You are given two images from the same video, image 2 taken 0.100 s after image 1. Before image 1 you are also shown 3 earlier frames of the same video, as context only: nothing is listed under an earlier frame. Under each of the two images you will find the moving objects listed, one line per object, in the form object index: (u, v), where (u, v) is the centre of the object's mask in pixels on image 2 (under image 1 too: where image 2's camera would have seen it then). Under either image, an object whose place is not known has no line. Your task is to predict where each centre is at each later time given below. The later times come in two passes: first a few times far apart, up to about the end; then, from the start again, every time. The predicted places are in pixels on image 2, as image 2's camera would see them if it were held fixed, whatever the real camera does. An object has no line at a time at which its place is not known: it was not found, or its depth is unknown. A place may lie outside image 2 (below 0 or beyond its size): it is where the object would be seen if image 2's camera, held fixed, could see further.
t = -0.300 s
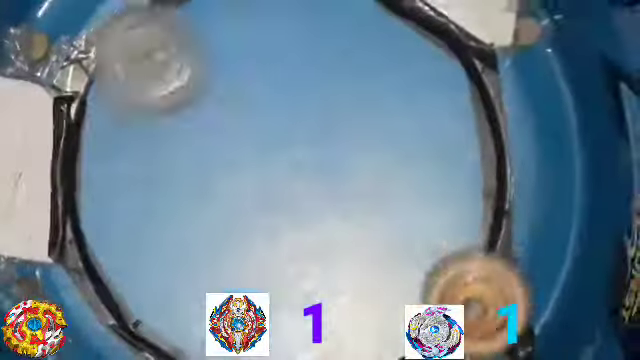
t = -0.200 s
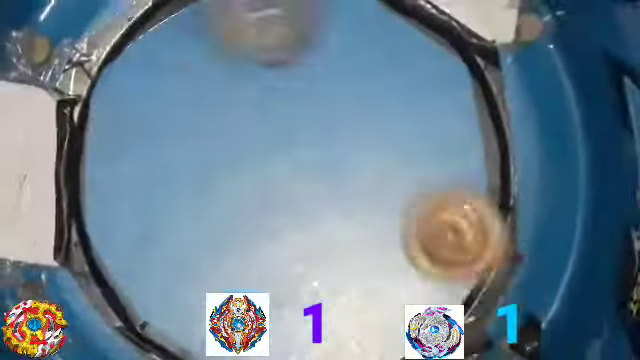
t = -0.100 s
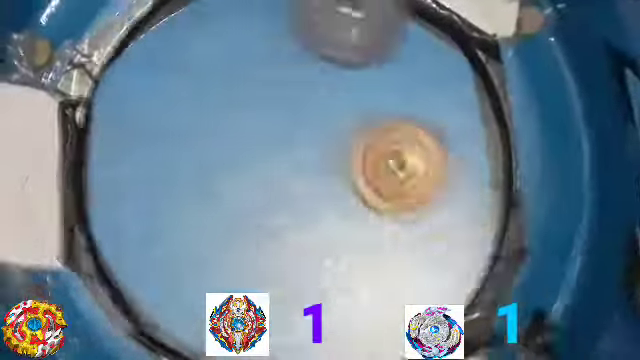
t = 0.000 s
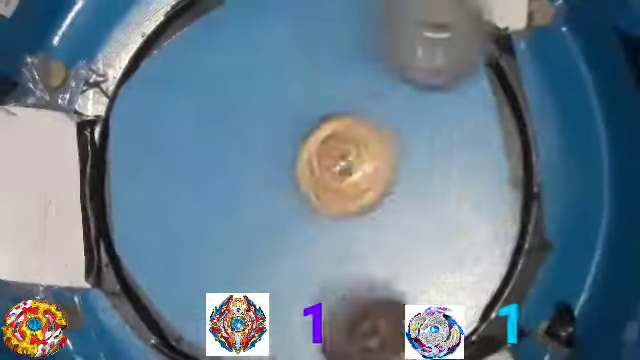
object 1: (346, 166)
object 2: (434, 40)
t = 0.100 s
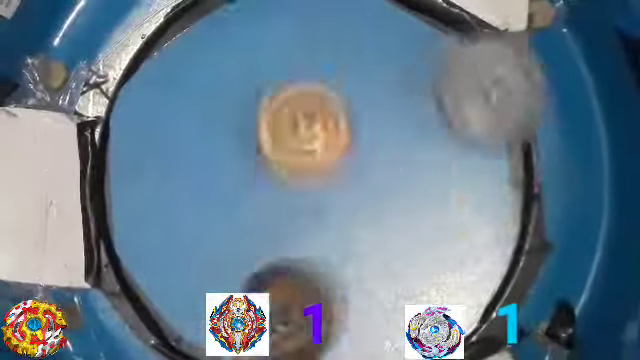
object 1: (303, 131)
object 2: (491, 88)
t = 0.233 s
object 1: (274, 41)
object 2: (505, 196)
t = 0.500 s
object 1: (176, 71)
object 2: (438, 174)
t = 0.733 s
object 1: (192, 174)
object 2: (465, 80)
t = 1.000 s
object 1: (198, 175)
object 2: (420, 63)
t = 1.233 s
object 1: (260, 187)
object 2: (310, 76)
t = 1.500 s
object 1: (255, 225)
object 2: (226, 55)
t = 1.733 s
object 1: (264, 223)
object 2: (197, 112)
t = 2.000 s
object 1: (285, 261)
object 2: (173, 145)
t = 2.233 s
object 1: (339, 231)
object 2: (142, 94)
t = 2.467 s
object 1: (353, 228)
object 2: (224, 120)
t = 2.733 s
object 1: (408, 268)
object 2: (233, 172)
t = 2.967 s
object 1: (388, 300)
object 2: (125, 213)
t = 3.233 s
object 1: (297, 292)
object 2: (204, 201)
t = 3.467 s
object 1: (138, 346)
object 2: (335, 220)
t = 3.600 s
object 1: (95, 326)
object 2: (378, 272)
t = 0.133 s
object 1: (297, 98)
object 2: (499, 115)
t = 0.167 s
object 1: (290, 71)
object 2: (504, 145)
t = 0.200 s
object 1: (282, 51)
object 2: (507, 172)
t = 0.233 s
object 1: (274, 41)
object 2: (505, 196)
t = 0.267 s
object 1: (265, 38)
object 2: (496, 220)
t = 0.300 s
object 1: (254, 37)
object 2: (485, 242)
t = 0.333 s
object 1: (239, 38)
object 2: (465, 252)
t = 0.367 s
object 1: (223, 41)
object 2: (445, 259)
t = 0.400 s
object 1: (210, 45)
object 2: (419, 265)
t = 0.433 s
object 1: (197, 50)
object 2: (419, 247)
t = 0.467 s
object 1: (185, 59)
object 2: (430, 207)
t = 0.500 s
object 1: (176, 71)
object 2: (438, 174)
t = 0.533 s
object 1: (172, 86)
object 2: (442, 154)
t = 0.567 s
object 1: (168, 103)
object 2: (448, 130)
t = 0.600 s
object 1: (167, 119)
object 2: (452, 114)
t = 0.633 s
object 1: (170, 133)
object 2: (456, 103)
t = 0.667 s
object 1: (175, 148)
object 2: (460, 95)
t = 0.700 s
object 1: (182, 162)
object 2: (464, 86)
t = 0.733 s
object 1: (192, 174)
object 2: (465, 80)
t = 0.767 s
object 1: (189, 175)
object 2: (465, 72)
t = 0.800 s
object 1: (179, 169)
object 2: (464, 66)
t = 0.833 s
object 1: (175, 167)
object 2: (462, 60)
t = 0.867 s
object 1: (176, 167)
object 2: (459, 58)
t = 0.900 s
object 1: (180, 168)
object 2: (454, 57)
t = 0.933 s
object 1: (185, 171)
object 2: (443, 57)
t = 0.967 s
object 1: (191, 173)
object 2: (432, 59)
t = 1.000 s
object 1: (198, 175)
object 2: (420, 63)
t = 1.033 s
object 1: (206, 178)
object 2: (405, 67)
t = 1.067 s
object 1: (215, 180)
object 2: (387, 72)
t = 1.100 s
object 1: (226, 181)
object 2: (367, 78)
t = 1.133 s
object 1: (238, 183)
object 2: (350, 83)
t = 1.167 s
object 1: (252, 183)
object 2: (333, 89)
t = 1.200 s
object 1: (259, 186)
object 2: (320, 87)
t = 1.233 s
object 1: (260, 187)
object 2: (310, 76)
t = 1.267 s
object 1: (259, 201)
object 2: (303, 63)
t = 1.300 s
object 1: (259, 214)
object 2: (292, 53)
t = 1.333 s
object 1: (262, 228)
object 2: (278, 49)
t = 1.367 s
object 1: (266, 236)
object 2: (265, 48)
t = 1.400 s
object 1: (261, 229)
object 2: (256, 48)
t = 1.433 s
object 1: (258, 225)
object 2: (246, 49)
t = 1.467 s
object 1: (256, 223)
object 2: (235, 52)
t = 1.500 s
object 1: (255, 225)
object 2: (226, 55)
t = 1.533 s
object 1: (253, 227)
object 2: (218, 59)
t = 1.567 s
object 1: (253, 228)
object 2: (212, 65)
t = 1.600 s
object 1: (255, 229)
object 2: (206, 71)
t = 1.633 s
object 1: (257, 229)
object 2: (201, 79)
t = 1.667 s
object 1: (260, 228)
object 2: (198, 88)
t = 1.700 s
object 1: (264, 225)
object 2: (197, 101)
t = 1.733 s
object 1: (264, 223)
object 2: (197, 112)
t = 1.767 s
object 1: (252, 226)
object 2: (197, 121)
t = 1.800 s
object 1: (248, 232)
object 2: (195, 125)
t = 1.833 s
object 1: (249, 238)
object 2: (195, 134)
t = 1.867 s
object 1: (254, 244)
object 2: (194, 139)
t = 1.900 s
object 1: (261, 251)
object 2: (193, 140)
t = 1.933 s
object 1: (269, 256)
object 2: (194, 144)
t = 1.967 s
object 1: (277, 259)
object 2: (196, 147)
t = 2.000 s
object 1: (285, 261)
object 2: (173, 145)
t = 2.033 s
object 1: (293, 261)
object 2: (150, 143)
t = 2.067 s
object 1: (300, 259)
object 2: (135, 135)
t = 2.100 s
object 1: (309, 256)
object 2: (128, 128)
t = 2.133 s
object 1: (317, 251)
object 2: (125, 119)
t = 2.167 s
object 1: (326, 246)
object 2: (123, 109)
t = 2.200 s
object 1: (333, 239)
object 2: (129, 100)
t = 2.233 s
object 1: (339, 231)
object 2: (142, 94)
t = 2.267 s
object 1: (345, 223)
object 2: (156, 94)
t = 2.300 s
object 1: (350, 214)
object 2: (173, 98)
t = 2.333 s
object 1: (347, 207)
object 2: (192, 104)
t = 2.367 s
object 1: (335, 205)
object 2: (212, 114)
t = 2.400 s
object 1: (328, 202)
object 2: (227, 122)
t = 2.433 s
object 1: (334, 210)
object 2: (233, 126)
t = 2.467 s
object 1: (353, 228)
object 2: (224, 120)
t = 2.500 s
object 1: (369, 241)
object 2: (223, 120)
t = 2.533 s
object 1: (380, 247)
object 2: (228, 122)
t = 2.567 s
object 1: (388, 250)
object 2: (235, 126)
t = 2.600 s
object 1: (394, 249)
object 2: (244, 131)
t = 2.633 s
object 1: (399, 248)
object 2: (255, 136)
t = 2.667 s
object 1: (404, 245)
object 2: (265, 143)
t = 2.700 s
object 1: (407, 249)
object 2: (272, 152)
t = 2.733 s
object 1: (408, 268)
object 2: (233, 172)
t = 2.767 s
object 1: (407, 277)
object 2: (204, 189)
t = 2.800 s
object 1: (405, 284)
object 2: (182, 201)
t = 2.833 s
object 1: (404, 288)
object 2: (167, 208)
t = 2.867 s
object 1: (401, 292)
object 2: (154, 210)
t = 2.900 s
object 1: (398, 296)
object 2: (140, 213)
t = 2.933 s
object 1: (393, 299)
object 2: (132, 214)
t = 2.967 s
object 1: (388, 300)
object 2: (125, 213)
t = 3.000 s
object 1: (383, 299)
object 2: (120, 212)
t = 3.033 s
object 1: (376, 297)
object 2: (120, 208)
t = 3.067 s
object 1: (369, 293)
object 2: (125, 204)
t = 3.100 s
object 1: (362, 288)
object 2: (135, 201)
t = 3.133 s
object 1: (353, 282)
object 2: (148, 199)
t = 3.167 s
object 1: (344, 274)
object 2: (166, 200)
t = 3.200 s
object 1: (334, 266)
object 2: (184, 199)
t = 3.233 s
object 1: (297, 292)
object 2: (204, 201)
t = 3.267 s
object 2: (225, 203)
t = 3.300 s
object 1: (195, 346)
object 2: (247, 205)
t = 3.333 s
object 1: (184, 346)
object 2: (266, 208)
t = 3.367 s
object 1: (176, 347)
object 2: (286, 212)
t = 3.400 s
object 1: (165, 348)
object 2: (305, 215)
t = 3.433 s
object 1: (152, 348)
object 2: (320, 218)
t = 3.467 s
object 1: (138, 346)
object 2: (335, 220)
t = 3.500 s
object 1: (120, 344)
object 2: (350, 222)
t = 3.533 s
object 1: (110, 341)
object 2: (361, 231)
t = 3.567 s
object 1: (105, 336)
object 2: (369, 254)
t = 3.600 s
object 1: (95, 326)
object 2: (378, 272)
